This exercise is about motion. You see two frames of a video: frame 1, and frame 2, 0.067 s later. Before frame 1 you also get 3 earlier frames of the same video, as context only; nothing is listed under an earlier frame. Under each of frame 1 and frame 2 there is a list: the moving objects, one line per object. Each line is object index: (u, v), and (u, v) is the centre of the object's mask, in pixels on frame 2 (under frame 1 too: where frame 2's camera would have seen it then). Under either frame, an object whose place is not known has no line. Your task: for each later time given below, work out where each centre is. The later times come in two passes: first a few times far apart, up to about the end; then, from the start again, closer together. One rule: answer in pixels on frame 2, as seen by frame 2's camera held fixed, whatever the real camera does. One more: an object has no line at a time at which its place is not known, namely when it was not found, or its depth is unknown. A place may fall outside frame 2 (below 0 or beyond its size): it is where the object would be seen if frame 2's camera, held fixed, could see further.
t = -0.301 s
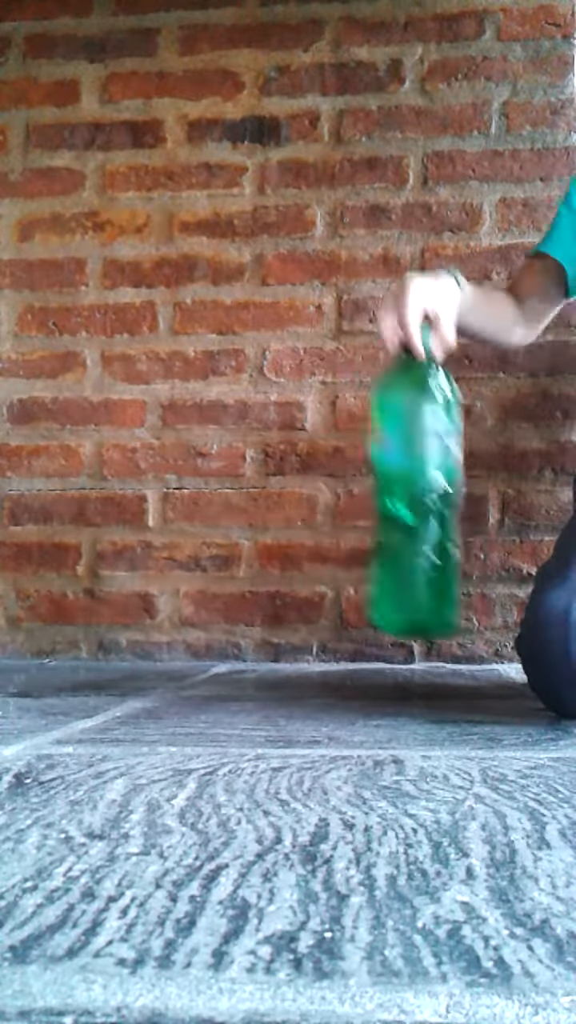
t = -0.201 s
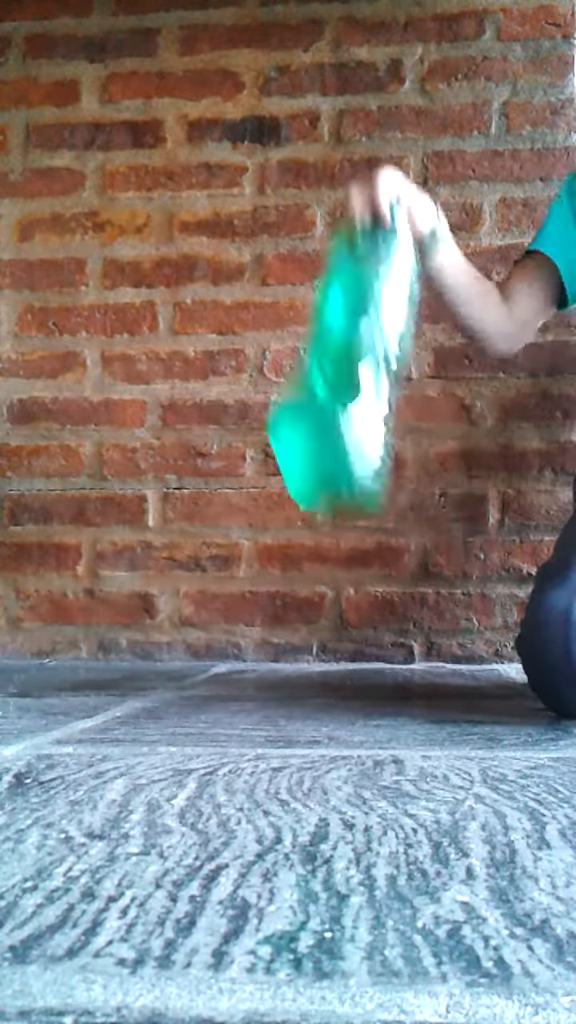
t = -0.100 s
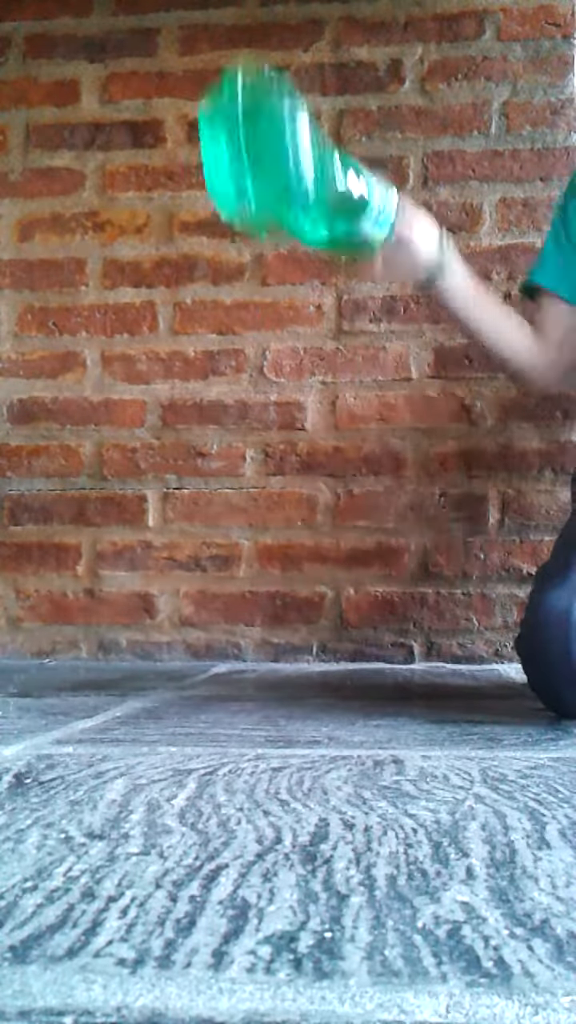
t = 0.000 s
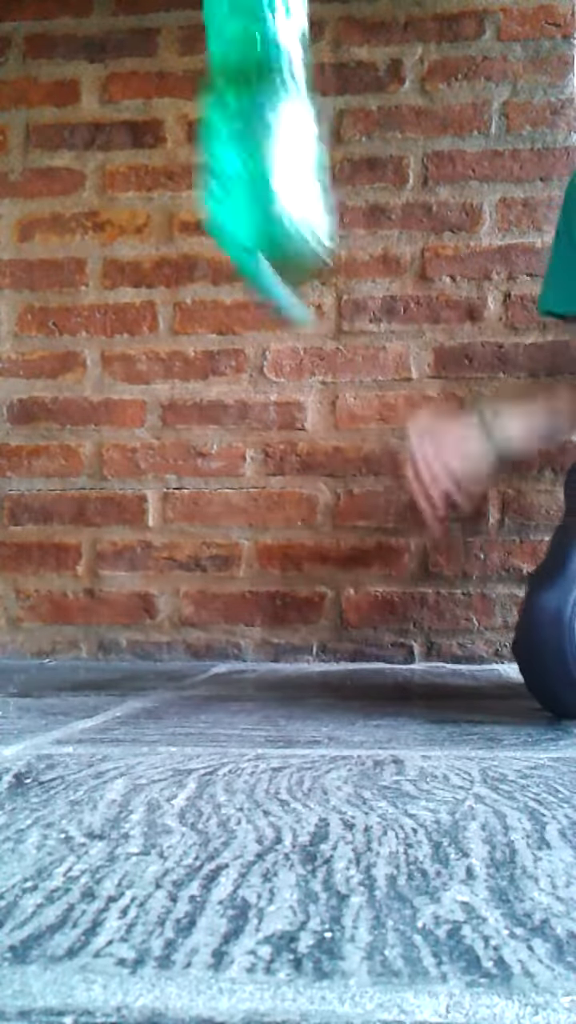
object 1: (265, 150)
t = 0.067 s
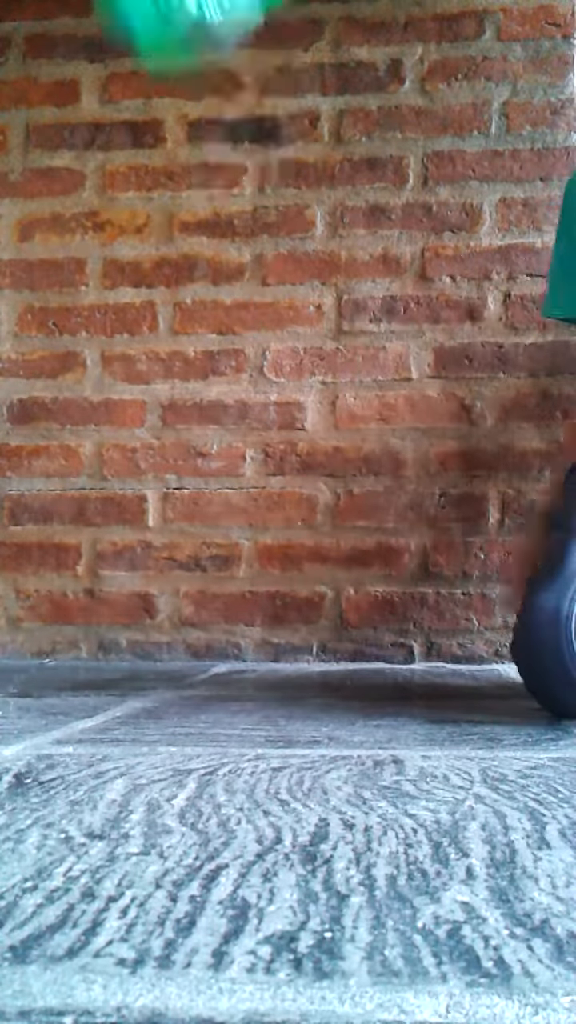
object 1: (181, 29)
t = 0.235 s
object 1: (212, 88)
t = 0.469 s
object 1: (170, 561)
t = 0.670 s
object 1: (161, 612)
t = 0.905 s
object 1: (154, 672)
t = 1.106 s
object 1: (163, 672)
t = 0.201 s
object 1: (227, 61)
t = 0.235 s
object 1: (212, 88)
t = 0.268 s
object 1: (195, 125)
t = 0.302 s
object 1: (183, 167)
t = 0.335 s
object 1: (177, 231)
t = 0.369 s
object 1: (175, 350)
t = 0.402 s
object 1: (172, 486)
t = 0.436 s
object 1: (172, 566)
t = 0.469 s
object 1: (170, 561)
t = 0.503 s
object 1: (168, 555)
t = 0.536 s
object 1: (164, 557)
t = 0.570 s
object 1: (161, 571)
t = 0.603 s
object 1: (160, 583)
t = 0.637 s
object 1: (159, 595)
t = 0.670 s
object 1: (161, 612)
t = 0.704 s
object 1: (165, 631)
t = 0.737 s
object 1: (168, 656)
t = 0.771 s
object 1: (165, 670)
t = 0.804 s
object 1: (165, 672)
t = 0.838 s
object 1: (162, 672)
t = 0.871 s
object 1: (157, 672)
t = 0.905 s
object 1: (154, 672)
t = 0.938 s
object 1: (155, 672)
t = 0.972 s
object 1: (158, 672)
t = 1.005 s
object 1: (163, 671)
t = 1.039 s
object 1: (165, 672)
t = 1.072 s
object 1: (164, 671)
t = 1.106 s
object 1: (163, 672)
